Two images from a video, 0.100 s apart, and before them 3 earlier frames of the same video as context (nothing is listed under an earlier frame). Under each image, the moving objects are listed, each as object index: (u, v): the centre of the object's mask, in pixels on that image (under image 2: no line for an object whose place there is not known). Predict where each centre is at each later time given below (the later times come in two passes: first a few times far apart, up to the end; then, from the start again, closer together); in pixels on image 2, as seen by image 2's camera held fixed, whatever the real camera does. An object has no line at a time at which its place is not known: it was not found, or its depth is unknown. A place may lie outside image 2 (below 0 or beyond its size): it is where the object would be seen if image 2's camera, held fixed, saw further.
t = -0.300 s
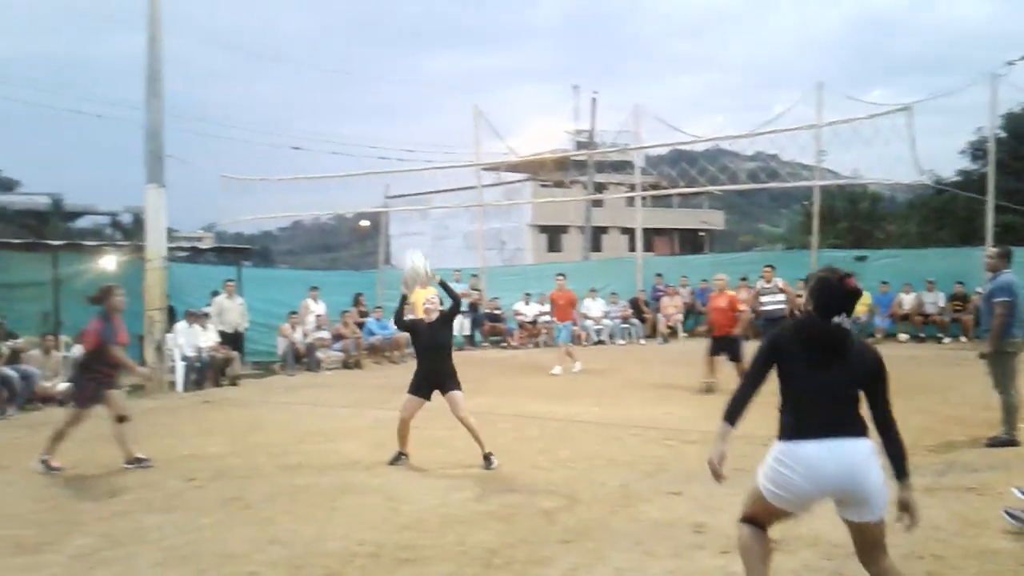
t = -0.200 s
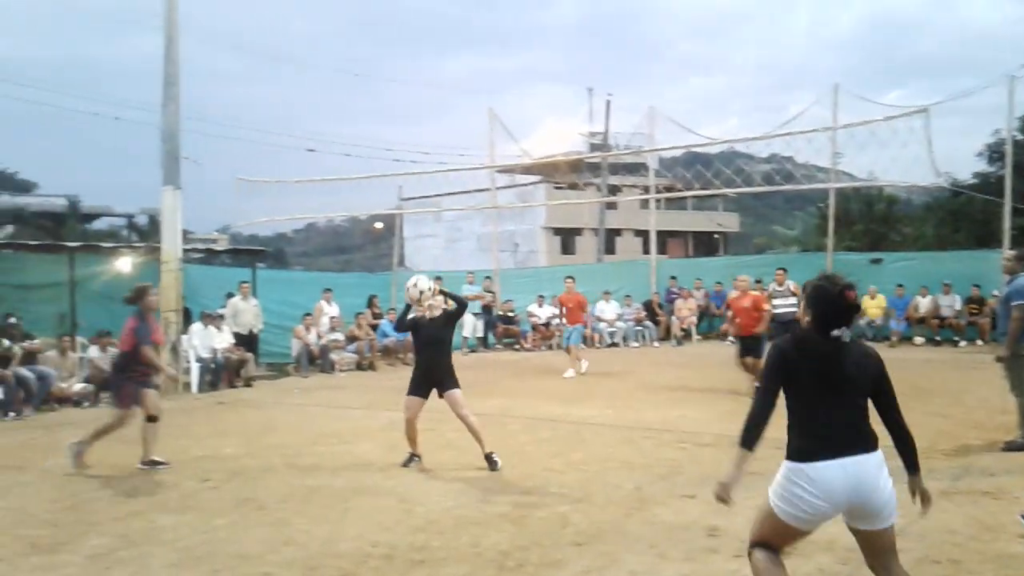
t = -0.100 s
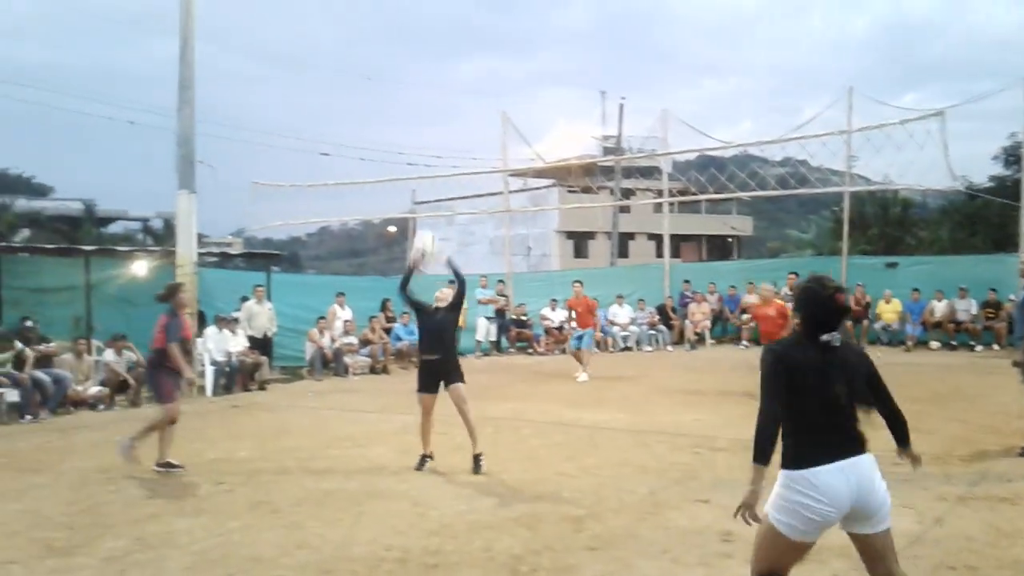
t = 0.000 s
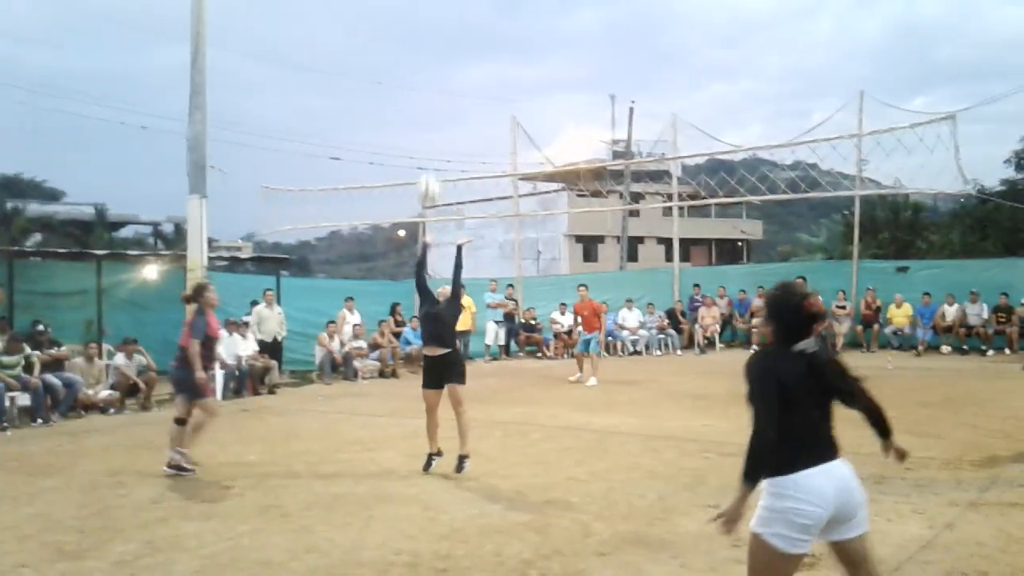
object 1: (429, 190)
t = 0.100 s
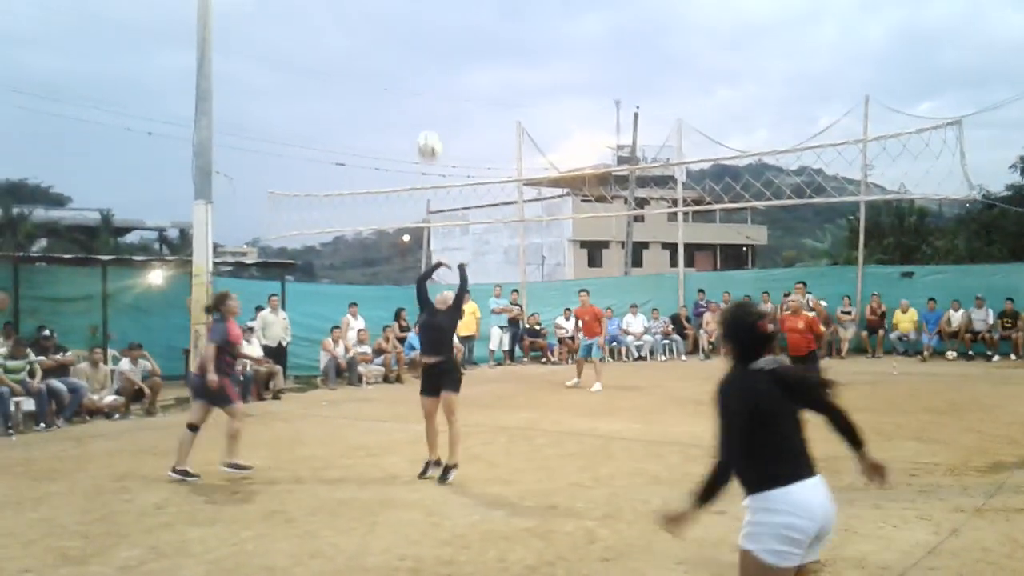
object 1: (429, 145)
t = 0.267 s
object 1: (422, 91)
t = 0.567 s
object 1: (410, 74)
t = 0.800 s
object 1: (404, 131)
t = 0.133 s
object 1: (428, 132)
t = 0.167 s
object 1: (426, 120)
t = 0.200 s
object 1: (425, 109)
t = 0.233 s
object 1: (423, 99)
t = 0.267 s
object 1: (422, 91)
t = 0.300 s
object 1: (421, 84)
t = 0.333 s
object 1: (419, 79)
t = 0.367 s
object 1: (418, 74)
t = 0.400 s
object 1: (417, 71)
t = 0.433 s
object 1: (415, 68)
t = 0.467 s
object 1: (413, 68)
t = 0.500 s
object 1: (412, 69)
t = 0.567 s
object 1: (410, 74)
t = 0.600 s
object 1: (408, 80)
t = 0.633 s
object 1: (408, 85)
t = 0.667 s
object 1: (407, 92)
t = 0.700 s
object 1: (406, 100)
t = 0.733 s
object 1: (405, 111)
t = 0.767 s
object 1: (404, 120)
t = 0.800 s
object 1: (404, 131)
